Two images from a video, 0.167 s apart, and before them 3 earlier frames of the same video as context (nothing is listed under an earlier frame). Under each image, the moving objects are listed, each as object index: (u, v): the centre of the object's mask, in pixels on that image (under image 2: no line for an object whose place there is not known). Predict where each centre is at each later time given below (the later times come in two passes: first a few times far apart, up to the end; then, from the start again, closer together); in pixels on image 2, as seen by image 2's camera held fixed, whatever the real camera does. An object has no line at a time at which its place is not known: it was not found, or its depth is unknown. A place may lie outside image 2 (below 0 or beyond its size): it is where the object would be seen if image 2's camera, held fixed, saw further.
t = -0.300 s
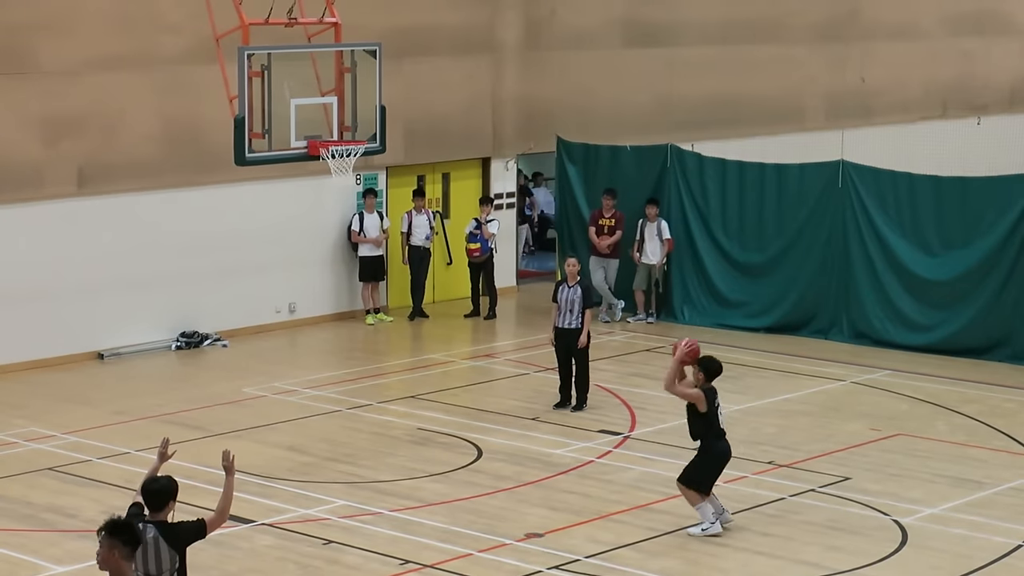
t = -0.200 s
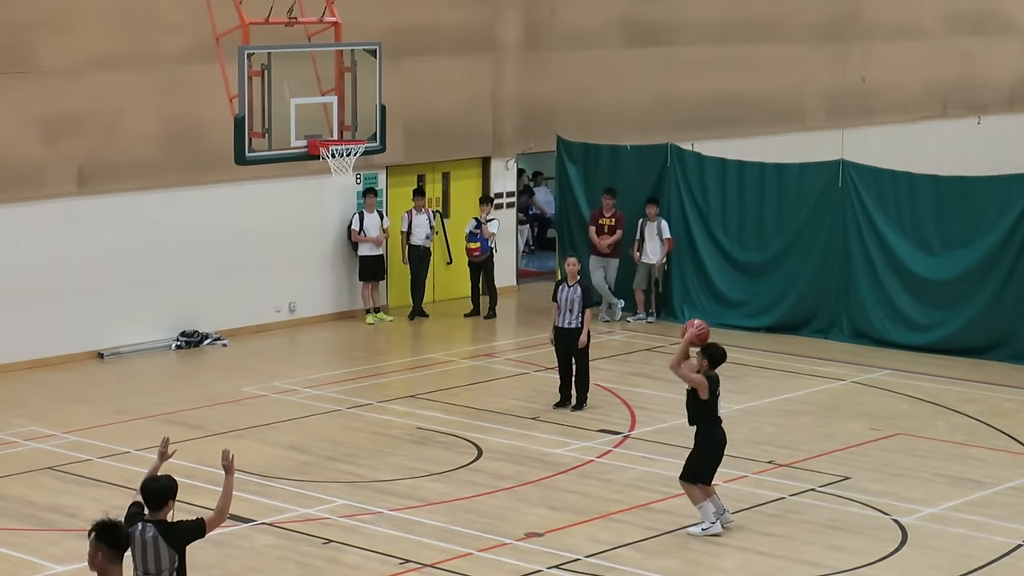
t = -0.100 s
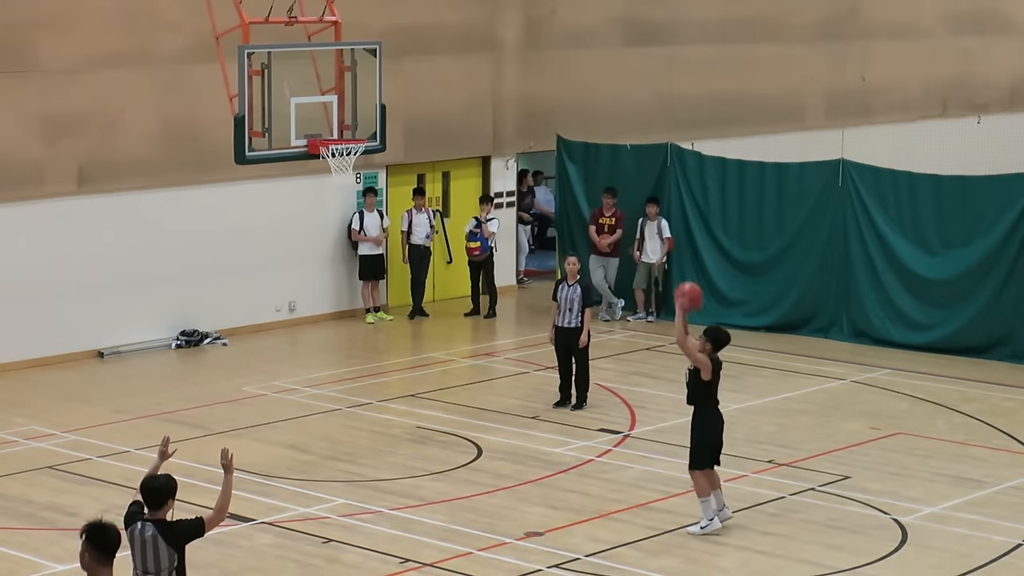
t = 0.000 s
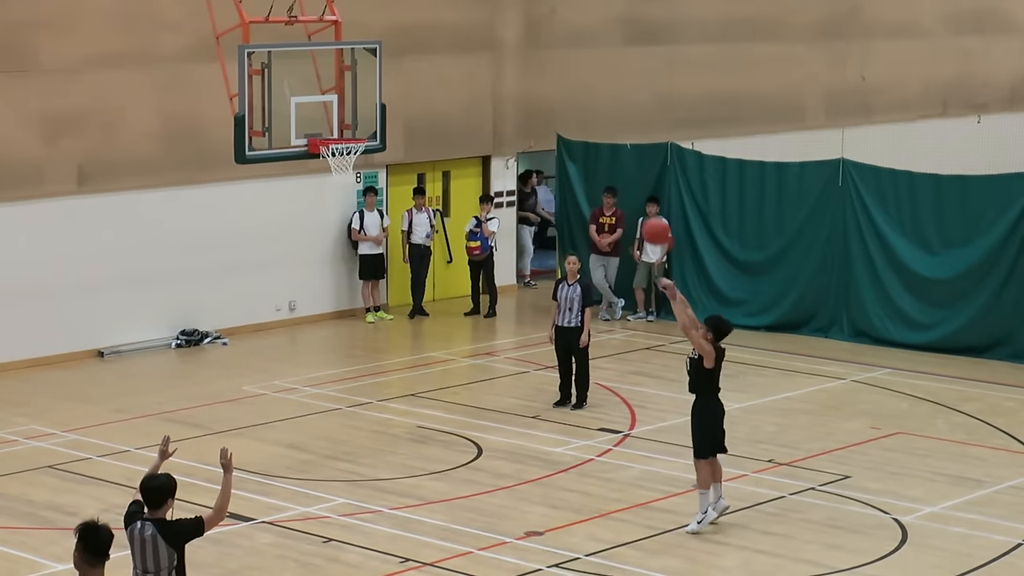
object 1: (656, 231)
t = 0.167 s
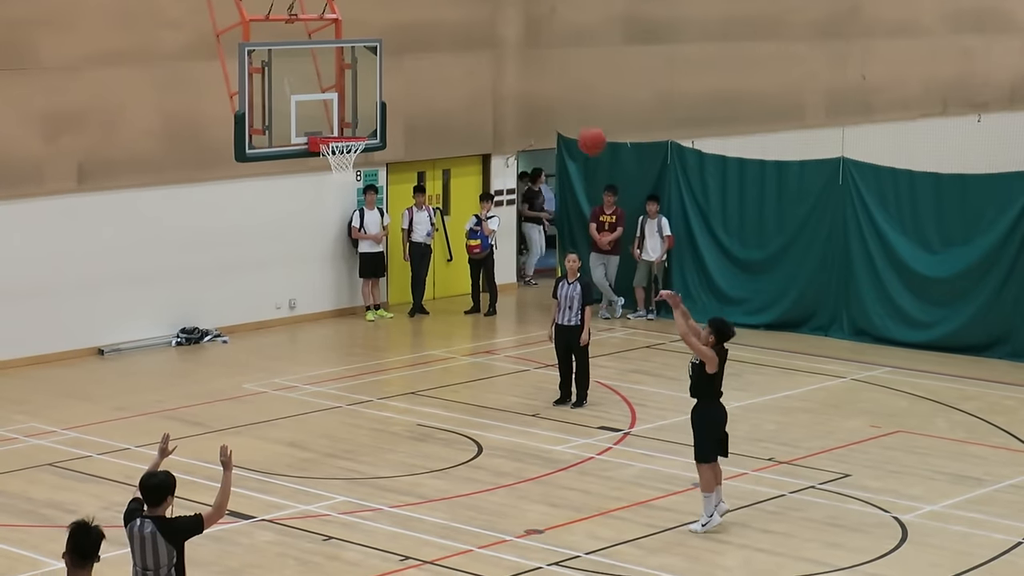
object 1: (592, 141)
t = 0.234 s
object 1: (567, 115)
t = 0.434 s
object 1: (495, 67)
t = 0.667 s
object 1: (418, 67)
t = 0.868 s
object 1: (356, 111)
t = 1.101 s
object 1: (327, 85)
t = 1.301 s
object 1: (312, 73)
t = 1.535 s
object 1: (293, 115)
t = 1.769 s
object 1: (274, 219)
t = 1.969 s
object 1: (260, 360)
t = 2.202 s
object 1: (241, 474)
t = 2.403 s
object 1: (219, 368)
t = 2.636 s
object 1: (194, 296)
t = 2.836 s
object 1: (172, 287)
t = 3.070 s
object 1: (147, 338)
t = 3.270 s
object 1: (127, 437)
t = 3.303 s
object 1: (124, 459)
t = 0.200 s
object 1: (579, 127)
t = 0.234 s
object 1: (567, 115)
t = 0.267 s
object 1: (554, 104)
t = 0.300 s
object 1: (542, 94)
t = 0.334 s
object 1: (530, 85)
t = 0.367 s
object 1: (519, 78)
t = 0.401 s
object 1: (507, 72)
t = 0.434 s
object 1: (495, 67)
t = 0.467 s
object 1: (484, 63)
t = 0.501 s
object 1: (473, 61)
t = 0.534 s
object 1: (462, 60)
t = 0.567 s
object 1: (450, 60)
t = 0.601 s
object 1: (439, 61)
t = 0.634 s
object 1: (428, 64)
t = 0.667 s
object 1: (418, 67)
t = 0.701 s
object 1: (407, 71)
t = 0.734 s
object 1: (397, 77)
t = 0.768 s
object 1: (386, 84)
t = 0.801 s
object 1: (376, 92)
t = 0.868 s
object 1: (356, 111)
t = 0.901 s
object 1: (346, 121)
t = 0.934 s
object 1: (339, 125)
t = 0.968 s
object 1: (337, 115)
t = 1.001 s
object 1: (334, 106)
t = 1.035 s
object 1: (332, 97)
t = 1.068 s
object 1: (330, 91)
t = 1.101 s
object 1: (327, 85)
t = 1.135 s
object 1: (324, 81)
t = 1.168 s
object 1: (322, 77)
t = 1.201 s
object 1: (319, 75)
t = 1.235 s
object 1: (317, 73)
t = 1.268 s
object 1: (314, 72)
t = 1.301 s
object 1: (312, 73)
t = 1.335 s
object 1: (309, 76)
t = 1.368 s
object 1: (307, 79)
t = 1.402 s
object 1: (303, 83)
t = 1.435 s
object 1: (301, 90)
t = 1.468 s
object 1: (298, 97)
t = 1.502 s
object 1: (296, 105)
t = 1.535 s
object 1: (293, 115)
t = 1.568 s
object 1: (290, 126)
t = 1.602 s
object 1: (288, 138)
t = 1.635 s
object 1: (285, 151)
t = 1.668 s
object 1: (283, 166)
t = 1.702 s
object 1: (280, 183)
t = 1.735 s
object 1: (277, 200)
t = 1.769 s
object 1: (274, 219)
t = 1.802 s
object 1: (272, 239)
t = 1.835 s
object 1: (270, 261)
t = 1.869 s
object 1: (267, 283)
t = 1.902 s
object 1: (265, 308)
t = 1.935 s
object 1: (263, 333)
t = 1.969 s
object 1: (260, 360)
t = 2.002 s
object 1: (257, 388)
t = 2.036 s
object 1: (255, 418)
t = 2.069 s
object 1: (253, 449)
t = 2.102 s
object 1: (251, 482)
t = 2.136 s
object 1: (248, 516)
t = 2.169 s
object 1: (245, 496)
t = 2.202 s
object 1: (241, 474)
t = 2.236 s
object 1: (237, 453)
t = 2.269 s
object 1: (234, 434)
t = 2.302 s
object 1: (230, 416)
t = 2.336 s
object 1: (227, 399)
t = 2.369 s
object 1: (223, 382)
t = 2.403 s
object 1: (219, 368)
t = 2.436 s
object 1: (215, 353)
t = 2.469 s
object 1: (212, 341)
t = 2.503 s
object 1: (208, 330)
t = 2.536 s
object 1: (204, 320)
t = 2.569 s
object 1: (201, 311)
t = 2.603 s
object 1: (197, 303)
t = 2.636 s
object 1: (194, 296)
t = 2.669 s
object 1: (190, 292)
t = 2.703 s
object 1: (186, 288)
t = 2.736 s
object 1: (183, 286)
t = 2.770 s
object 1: (179, 285)
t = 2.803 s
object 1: (176, 285)
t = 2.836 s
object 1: (172, 287)
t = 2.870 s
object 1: (168, 290)
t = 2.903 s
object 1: (165, 294)
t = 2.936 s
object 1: (161, 300)
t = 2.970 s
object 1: (157, 308)
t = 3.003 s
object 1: (154, 316)
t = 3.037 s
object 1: (150, 326)
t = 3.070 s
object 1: (147, 338)
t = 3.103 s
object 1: (144, 351)
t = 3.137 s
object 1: (140, 365)
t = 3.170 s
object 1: (137, 382)
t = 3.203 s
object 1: (133, 399)
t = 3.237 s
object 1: (130, 417)
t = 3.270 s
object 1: (127, 437)
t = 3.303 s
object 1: (124, 459)
